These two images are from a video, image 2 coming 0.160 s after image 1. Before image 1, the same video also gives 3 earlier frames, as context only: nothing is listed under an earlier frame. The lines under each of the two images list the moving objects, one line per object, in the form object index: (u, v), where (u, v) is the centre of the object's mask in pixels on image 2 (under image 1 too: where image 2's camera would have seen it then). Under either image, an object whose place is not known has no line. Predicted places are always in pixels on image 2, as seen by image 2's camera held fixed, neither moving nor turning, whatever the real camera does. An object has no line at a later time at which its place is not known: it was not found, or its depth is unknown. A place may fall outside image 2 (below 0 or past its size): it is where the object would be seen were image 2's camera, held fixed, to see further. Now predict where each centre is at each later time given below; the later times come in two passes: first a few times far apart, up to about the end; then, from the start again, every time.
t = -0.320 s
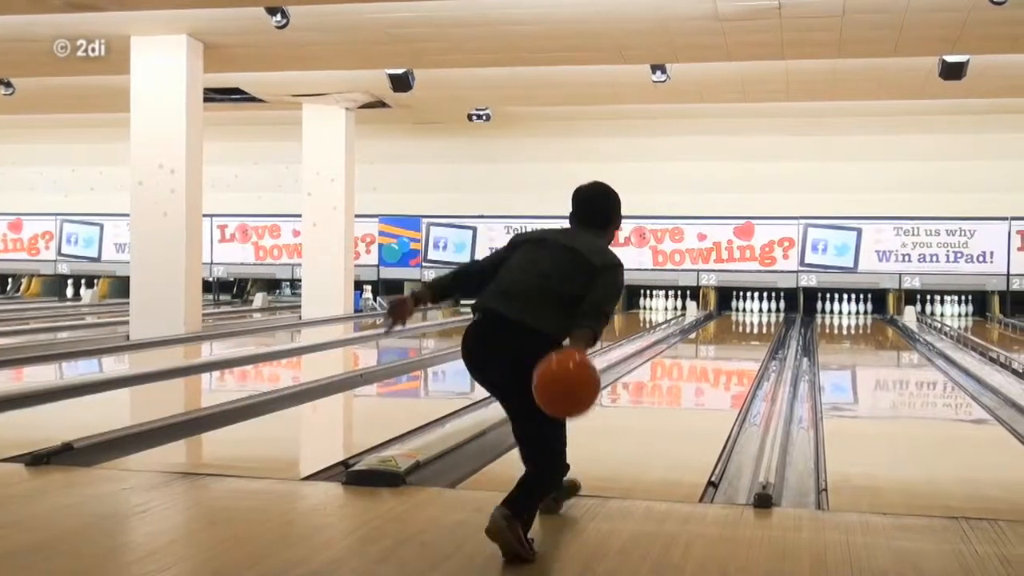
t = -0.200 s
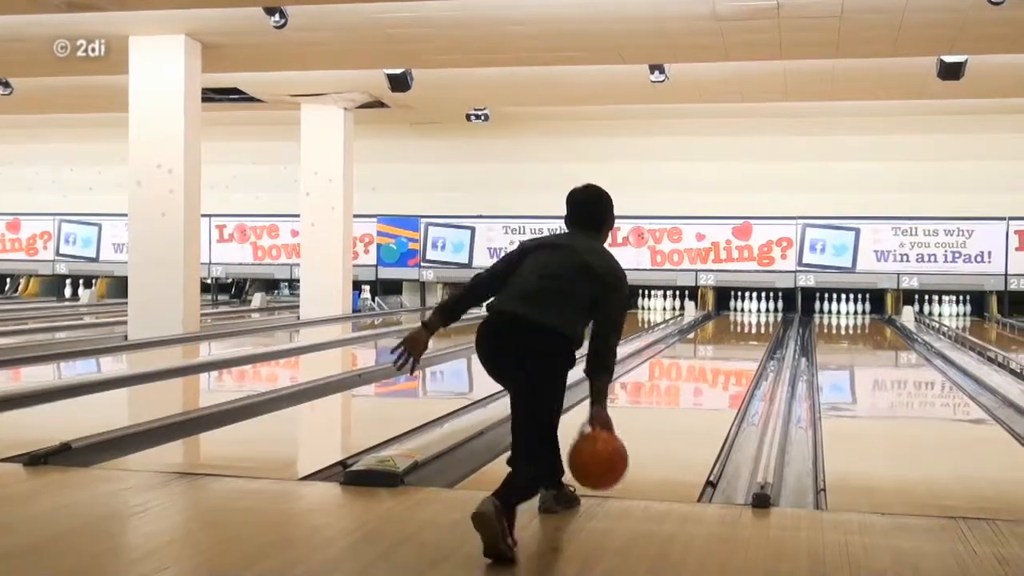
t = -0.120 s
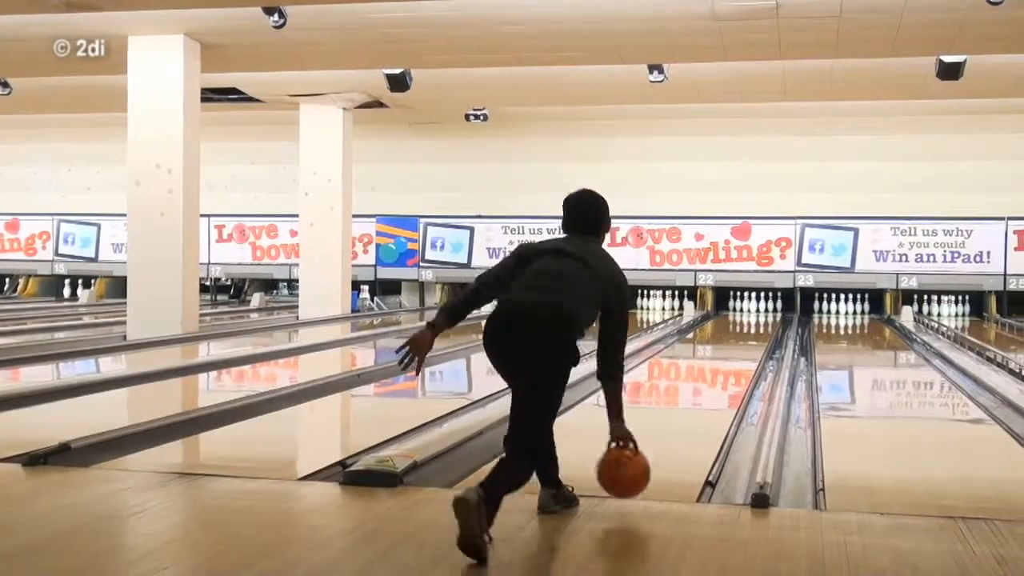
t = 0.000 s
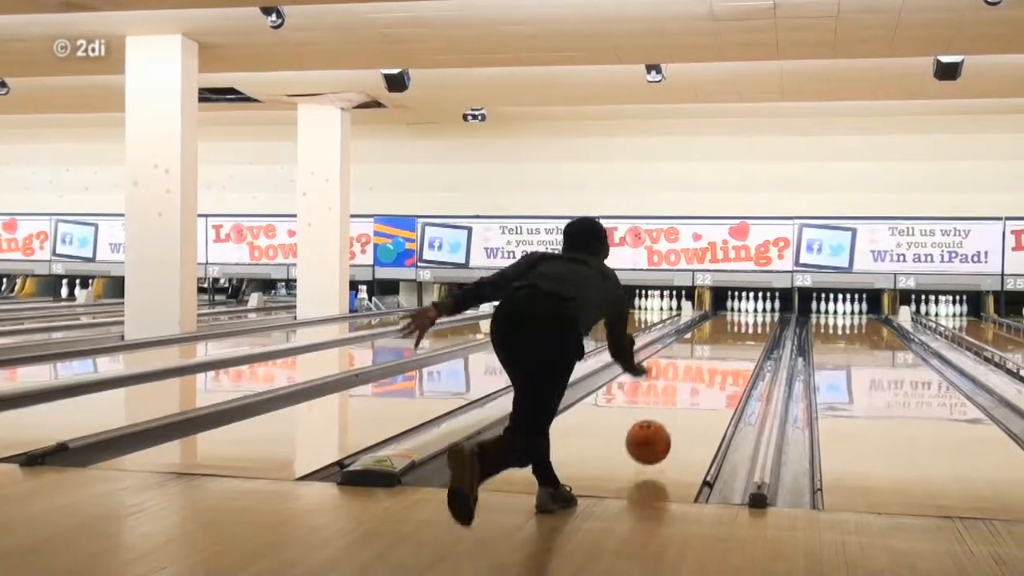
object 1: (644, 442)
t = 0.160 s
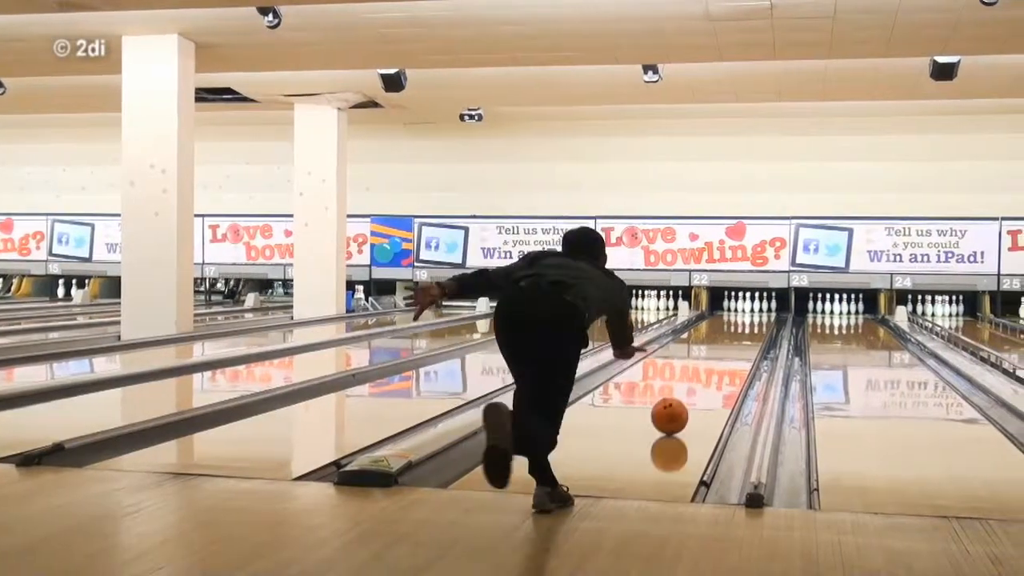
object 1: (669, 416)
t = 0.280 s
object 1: (683, 398)
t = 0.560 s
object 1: (704, 369)
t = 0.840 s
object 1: (720, 348)
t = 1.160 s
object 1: (728, 335)
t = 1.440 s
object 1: (736, 327)
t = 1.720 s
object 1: (739, 320)
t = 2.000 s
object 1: (745, 313)
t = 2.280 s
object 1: (747, 310)
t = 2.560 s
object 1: (749, 306)
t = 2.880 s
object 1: (750, 305)
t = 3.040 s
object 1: (751, 306)
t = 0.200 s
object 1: (674, 410)
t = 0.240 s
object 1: (679, 403)
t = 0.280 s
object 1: (683, 398)
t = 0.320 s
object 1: (687, 393)
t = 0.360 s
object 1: (690, 388)
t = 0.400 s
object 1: (694, 383)
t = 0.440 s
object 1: (696, 379)
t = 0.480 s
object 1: (699, 376)
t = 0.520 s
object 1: (702, 372)
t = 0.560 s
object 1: (704, 369)
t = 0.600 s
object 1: (707, 366)
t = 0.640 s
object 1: (709, 363)
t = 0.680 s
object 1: (711, 360)
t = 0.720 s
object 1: (713, 358)
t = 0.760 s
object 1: (715, 355)
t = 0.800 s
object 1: (717, 352)
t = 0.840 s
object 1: (720, 348)
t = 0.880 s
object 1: (721, 347)
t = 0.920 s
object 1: (722, 345)
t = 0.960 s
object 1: (723, 344)
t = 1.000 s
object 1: (725, 342)
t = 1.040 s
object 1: (725, 340)
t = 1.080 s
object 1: (726, 338)
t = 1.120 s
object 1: (727, 337)
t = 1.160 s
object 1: (728, 335)
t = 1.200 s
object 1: (729, 334)
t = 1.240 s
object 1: (731, 332)
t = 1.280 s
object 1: (732, 331)
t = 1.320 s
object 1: (733, 330)
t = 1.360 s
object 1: (733, 329)
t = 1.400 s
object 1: (735, 328)
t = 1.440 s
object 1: (736, 327)
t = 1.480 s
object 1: (737, 326)
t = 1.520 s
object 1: (737, 326)
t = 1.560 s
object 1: (738, 324)
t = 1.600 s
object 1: (739, 322)
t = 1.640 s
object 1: (739, 321)
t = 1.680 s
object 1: (739, 320)
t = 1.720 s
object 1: (739, 320)
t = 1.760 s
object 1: (740, 319)
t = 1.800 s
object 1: (741, 318)
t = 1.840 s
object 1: (742, 317)
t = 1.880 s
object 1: (743, 316)
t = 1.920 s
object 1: (743, 315)
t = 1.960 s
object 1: (743, 314)
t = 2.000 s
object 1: (745, 313)
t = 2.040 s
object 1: (745, 313)
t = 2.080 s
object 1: (746, 312)
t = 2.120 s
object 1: (746, 311)
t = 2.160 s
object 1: (746, 311)
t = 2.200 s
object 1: (746, 310)
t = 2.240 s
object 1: (747, 310)
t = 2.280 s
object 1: (747, 310)
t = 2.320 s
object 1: (747, 309)
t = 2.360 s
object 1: (747, 309)
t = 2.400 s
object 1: (747, 309)
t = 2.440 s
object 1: (749, 308)
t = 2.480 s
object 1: (750, 307)
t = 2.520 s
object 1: (749, 306)
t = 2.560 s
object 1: (749, 306)
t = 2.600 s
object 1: (749, 306)
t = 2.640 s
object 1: (748, 306)
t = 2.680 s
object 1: (748, 306)
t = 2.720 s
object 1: (748, 306)
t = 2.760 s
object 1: (749, 306)
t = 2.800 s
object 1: (749, 306)
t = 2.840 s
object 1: (749, 305)
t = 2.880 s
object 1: (750, 305)
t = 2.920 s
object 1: (750, 305)
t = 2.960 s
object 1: (751, 306)
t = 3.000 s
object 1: (751, 306)
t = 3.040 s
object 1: (751, 306)
